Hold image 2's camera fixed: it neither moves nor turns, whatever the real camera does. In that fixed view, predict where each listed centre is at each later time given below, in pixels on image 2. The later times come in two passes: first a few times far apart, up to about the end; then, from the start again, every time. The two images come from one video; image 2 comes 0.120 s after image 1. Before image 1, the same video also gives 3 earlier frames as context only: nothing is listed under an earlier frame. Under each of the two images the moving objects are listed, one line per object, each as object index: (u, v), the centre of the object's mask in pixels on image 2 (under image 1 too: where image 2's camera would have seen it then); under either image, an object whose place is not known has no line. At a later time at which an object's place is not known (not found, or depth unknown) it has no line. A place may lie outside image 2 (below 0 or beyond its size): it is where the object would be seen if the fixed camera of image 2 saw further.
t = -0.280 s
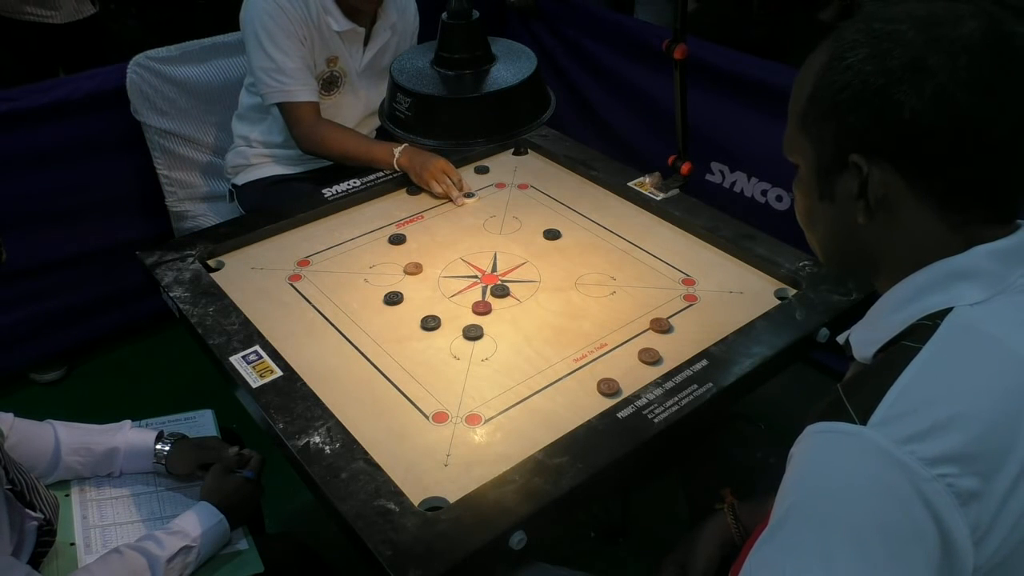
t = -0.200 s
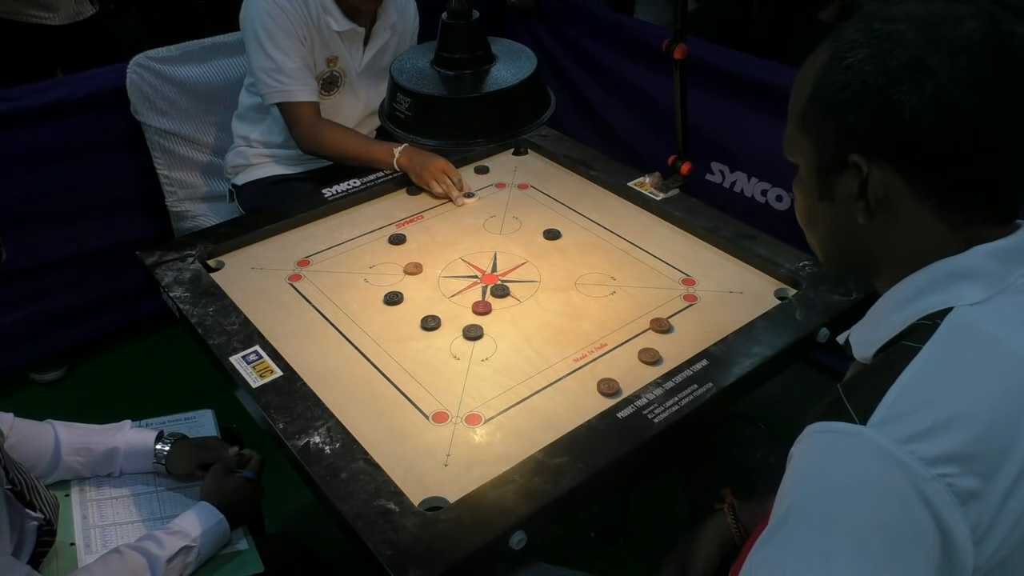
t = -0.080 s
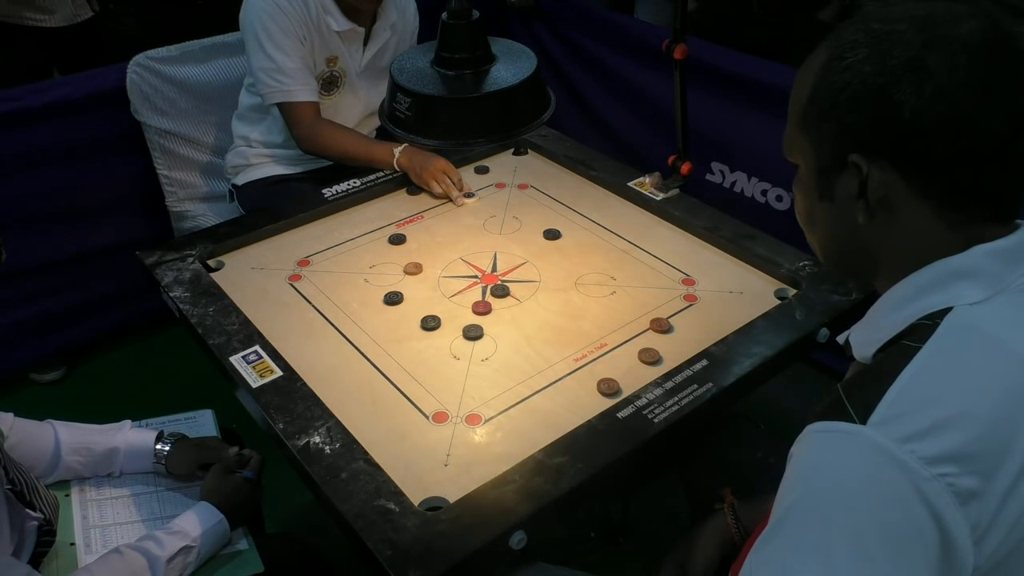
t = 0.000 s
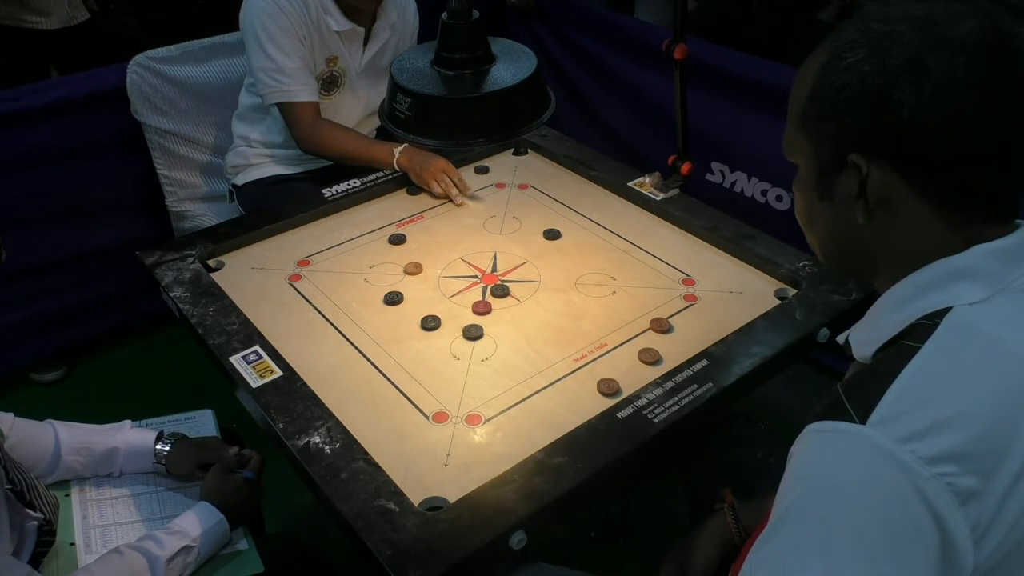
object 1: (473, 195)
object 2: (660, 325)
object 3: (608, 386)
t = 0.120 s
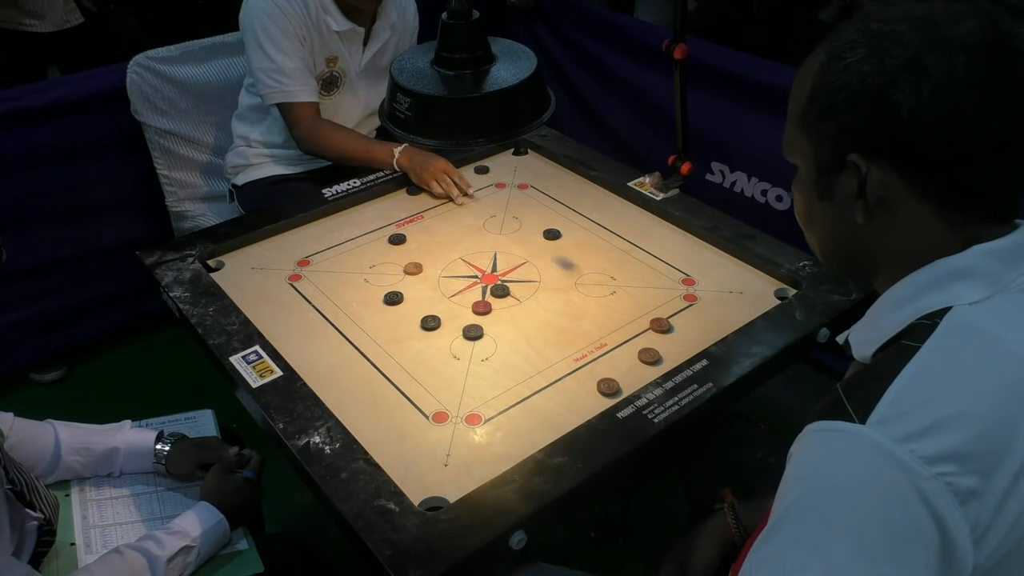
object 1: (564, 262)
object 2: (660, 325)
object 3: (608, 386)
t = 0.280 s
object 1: (671, 352)
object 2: (669, 312)
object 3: (608, 386)
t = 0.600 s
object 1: (596, 309)
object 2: (585, 214)
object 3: (479, 392)
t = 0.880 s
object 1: (566, 292)
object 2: (594, 202)
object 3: (445, 394)
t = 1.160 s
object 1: (566, 291)
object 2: (595, 201)
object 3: (445, 393)
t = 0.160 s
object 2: (660, 325)
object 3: (608, 386)
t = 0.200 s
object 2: (660, 325)
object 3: (608, 386)
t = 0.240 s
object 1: (655, 337)
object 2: (703, 338)
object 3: (608, 386)
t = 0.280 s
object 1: (671, 352)
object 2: (669, 312)
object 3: (608, 386)
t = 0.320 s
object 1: (674, 354)
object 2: (638, 290)
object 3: (606, 386)
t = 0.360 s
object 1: (661, 347)
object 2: (614, 272)
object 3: (583, 387)
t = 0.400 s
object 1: (647, 340)
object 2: (588, 252)
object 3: (560, 388)
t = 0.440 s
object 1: (634, 331)
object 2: (570, 237)
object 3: (540, 389)
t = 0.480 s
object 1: (623, 325)
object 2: (574, 230)
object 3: (522, 390)
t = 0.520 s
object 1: (613, 319)
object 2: (578, 224)
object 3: (506, 390)
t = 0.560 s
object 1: (603, 314)
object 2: (581, 220)
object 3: (492, 391)
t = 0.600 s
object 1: (596, 309)
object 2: (585, 214)
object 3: (479, 392)
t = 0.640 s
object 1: (589, 305)
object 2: (587, 211)
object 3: (470, 393)
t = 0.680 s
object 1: (582, 302)
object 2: (590, 208)
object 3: (461, 393)
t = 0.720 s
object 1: (578, 299)
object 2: (592, 206)
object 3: (455, 393)
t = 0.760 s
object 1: (573, 297)
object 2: (593, 204)
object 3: (450, 393)
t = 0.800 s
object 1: (569, 295)
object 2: (594, 203)
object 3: (447, 394)
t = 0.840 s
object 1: (567, 293)
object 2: (594, 202)
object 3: (445, 394)
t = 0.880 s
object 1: (566, 292)
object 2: (594, 202)
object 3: (445, 394)
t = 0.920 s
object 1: (565, 292)
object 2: (595, 202)
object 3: (445, 393)
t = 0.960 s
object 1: (565, 292)
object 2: (595, 202)
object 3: (445, 393)
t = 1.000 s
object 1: (565, 292)
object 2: (595, 202)
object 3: (445, 393)
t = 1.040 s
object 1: (565, 292)
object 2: (595, 201)
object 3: (445, 394)
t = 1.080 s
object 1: (565, 292)
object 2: (595, 201)
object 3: (445, 393)
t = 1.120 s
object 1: (565, 292)
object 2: (595, 202)
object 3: (445, 394)
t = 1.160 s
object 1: (566, 291)
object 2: (595, 201)
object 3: (445, 393)
